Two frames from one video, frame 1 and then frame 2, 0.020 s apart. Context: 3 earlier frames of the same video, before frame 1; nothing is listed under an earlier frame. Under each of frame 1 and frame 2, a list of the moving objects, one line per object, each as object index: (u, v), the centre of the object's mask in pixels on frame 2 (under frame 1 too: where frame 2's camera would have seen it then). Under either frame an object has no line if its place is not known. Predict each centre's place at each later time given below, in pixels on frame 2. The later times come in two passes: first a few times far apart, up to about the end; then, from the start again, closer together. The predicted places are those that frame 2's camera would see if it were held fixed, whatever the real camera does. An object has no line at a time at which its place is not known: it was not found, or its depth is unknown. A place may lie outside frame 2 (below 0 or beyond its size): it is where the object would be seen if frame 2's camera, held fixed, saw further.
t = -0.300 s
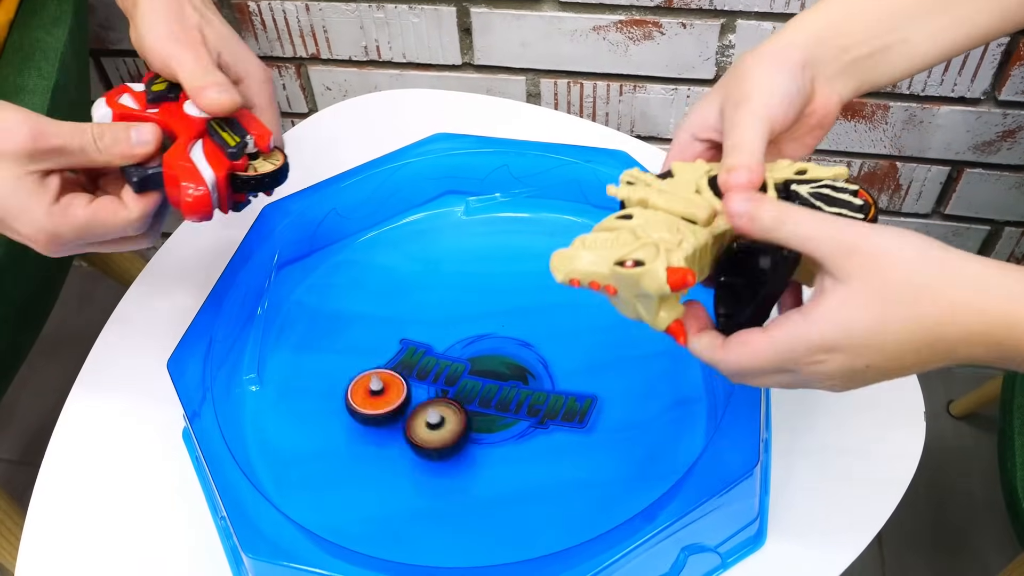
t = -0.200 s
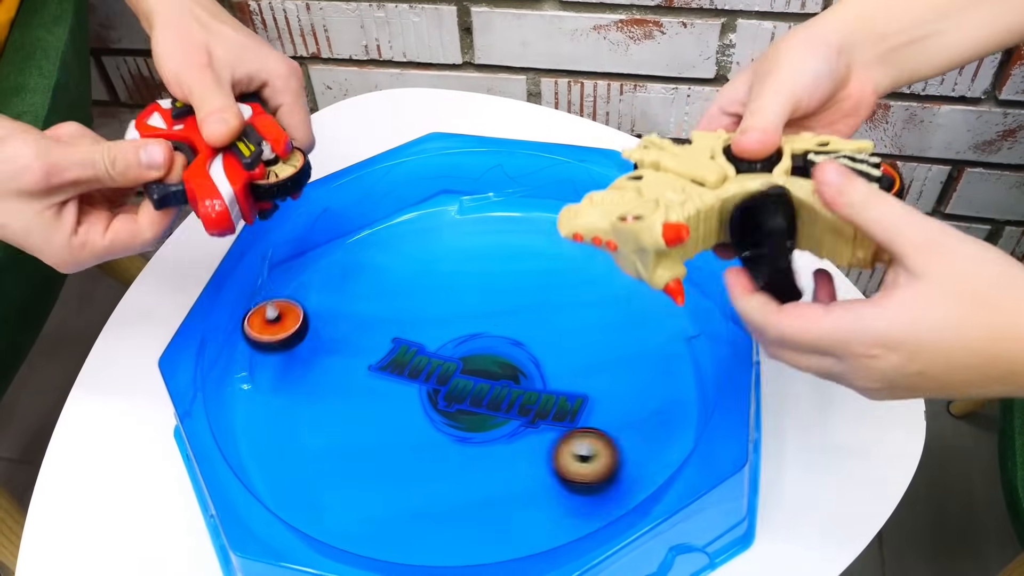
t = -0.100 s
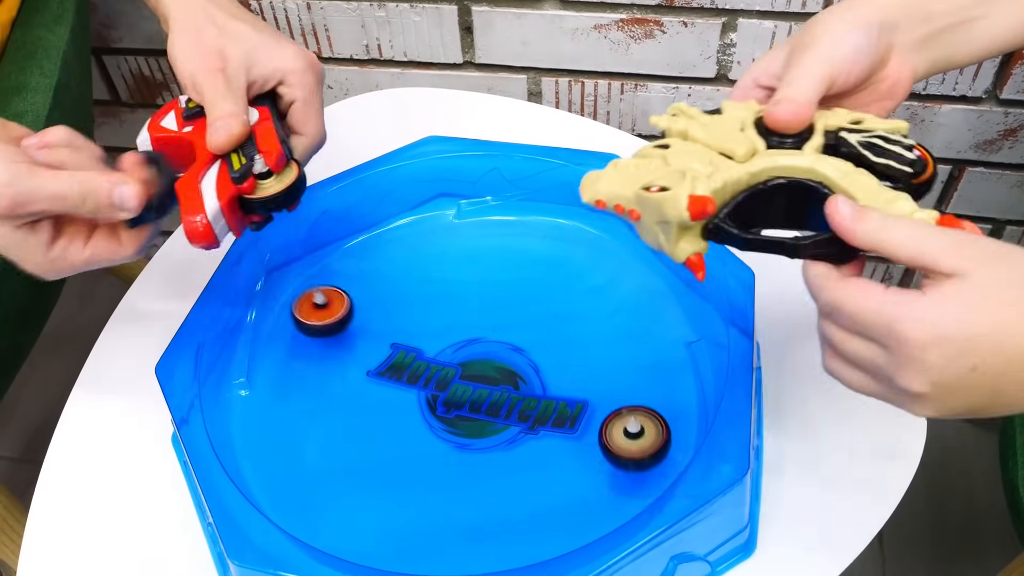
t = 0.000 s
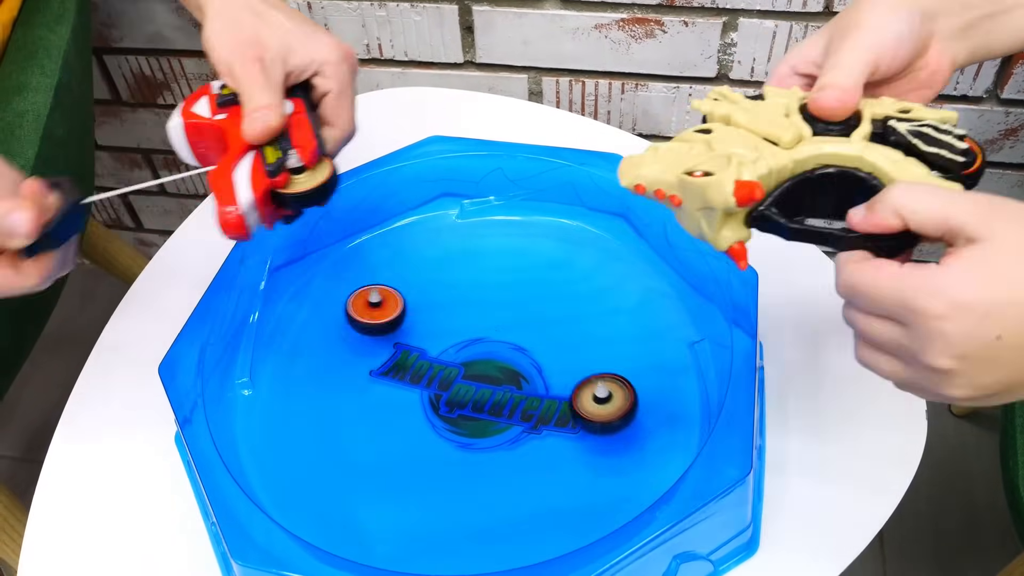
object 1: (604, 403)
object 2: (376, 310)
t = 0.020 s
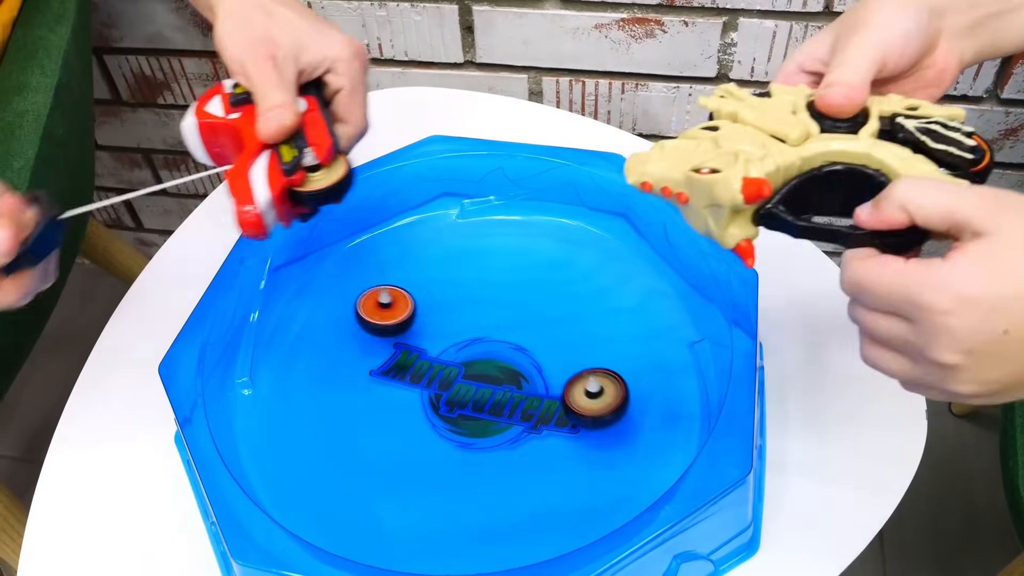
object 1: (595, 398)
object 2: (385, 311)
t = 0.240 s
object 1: (548, 343)
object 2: (438, 333)
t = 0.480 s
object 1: (646, 360)
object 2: (306, 362)
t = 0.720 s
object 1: (580, 347)
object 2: (340, 497)
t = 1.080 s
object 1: (467, 213)
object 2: (349, 498)
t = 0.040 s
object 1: (587, 393)
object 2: (396, 315)
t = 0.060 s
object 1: (579, 388)
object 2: (405, 317)
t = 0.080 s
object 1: (571, 383)
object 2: (415, 320)
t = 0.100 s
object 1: (563, 379)
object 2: (423, 322)
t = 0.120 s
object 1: (555, 372)
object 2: (431, 325)
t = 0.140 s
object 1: (548, 369)
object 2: (438, 328)
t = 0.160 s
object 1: (541, 364)
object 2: (445, 331)
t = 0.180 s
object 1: (535, 359)
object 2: (452, 334)
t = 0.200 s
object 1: (529, 353)
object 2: (457, 337)
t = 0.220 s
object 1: (526, 348)
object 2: (460, 338)
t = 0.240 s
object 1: (548, 343)
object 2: (438, 333)
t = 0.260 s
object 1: (569, 339)
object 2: (415, 331)
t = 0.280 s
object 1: (590, 334)
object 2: (393, 330)
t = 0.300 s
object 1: (609, 331)
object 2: (372, 325)
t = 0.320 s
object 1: (626, 327)
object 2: (351, 323)
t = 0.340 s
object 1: (642, 325)
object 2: (331, 322)
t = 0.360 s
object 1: (657, 323)
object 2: (312, 321)
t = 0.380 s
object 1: (670, 323)
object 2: (294, 322)
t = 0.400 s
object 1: (674, 326)
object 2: (285, 326)
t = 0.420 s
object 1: (668, 334)
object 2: (288, 332)
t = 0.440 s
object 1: (662, 343)
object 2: (293, 339)
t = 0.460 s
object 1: (654, 351)
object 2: (300, 352)
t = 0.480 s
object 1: (646, 360)
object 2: (306, 362)
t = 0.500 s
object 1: (636, 370)
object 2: (313, 372)
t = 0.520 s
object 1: (625, 378)
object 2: (321, 385)
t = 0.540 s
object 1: (613, 387)
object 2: (331, 397)
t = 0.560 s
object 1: (599, 395)
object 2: (343, 407)
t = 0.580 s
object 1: (583, 402)
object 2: (357, 416)
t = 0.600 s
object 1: (567, 407)
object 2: (374, 425)
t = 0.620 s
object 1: (551, 410)
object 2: (391, 432)
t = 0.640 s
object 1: (532, 412)
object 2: (410, 436)
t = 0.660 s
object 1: (514, 413)
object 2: (429, 438)
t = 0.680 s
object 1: (515, 404)
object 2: (426, 448)
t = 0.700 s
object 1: (548, 375)
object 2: (383, 474)
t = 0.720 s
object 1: (580, 347)
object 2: (340, 497)
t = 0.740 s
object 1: (609, 318)
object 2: (317, 499)
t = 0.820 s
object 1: (576, 272)
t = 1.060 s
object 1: (448, 213)
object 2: (322, 498)
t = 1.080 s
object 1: (467, 213)
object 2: (349, 498)
